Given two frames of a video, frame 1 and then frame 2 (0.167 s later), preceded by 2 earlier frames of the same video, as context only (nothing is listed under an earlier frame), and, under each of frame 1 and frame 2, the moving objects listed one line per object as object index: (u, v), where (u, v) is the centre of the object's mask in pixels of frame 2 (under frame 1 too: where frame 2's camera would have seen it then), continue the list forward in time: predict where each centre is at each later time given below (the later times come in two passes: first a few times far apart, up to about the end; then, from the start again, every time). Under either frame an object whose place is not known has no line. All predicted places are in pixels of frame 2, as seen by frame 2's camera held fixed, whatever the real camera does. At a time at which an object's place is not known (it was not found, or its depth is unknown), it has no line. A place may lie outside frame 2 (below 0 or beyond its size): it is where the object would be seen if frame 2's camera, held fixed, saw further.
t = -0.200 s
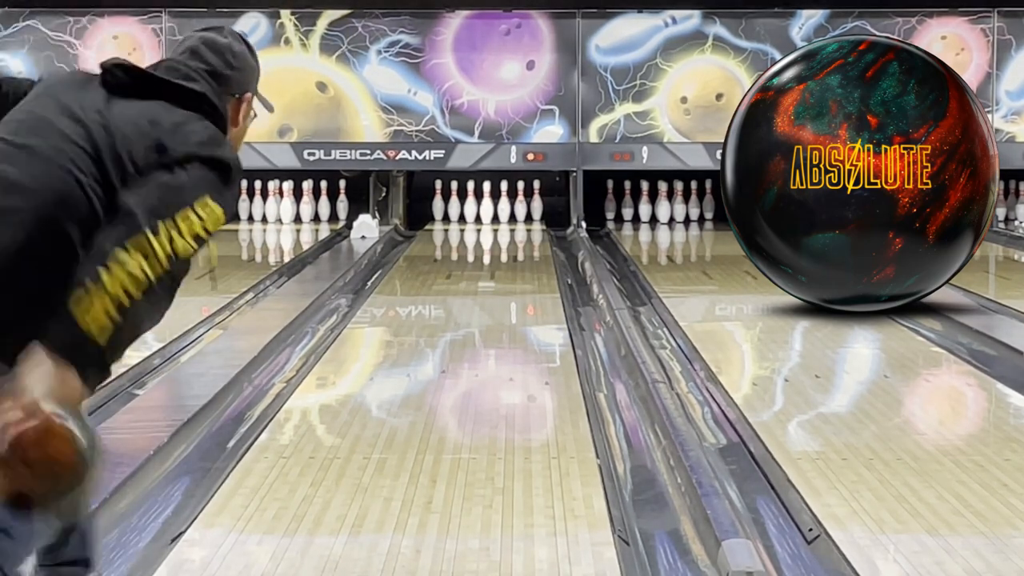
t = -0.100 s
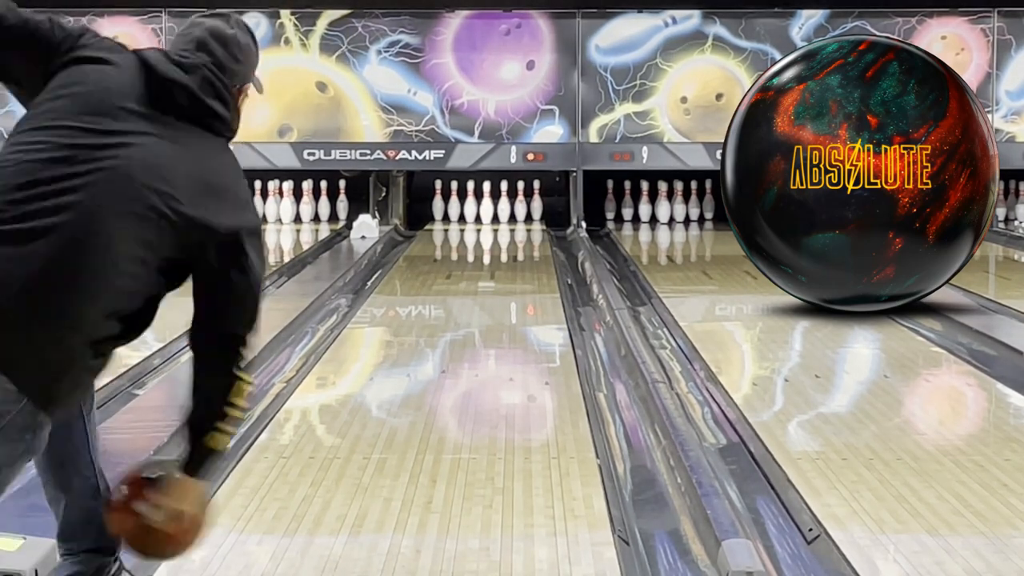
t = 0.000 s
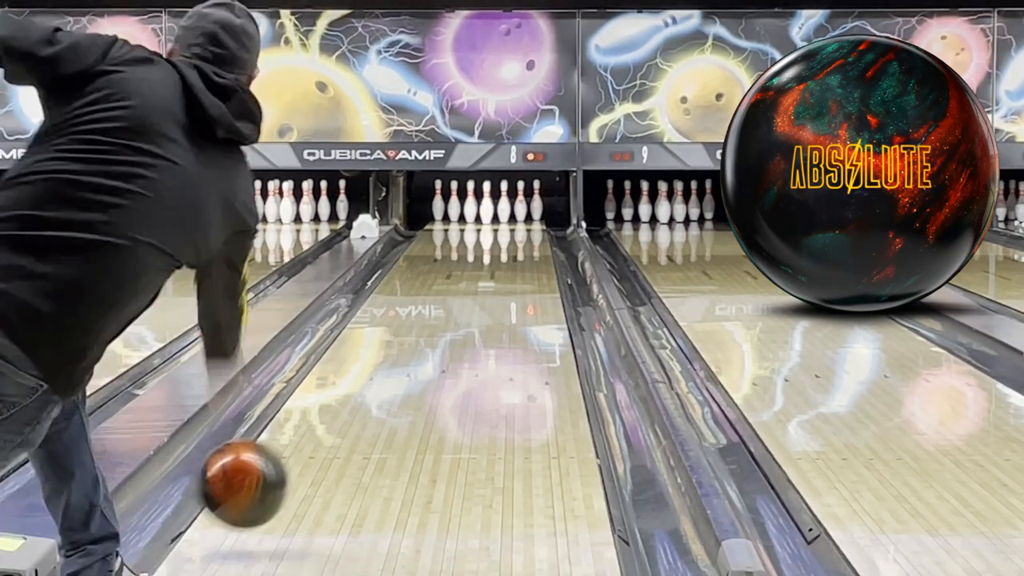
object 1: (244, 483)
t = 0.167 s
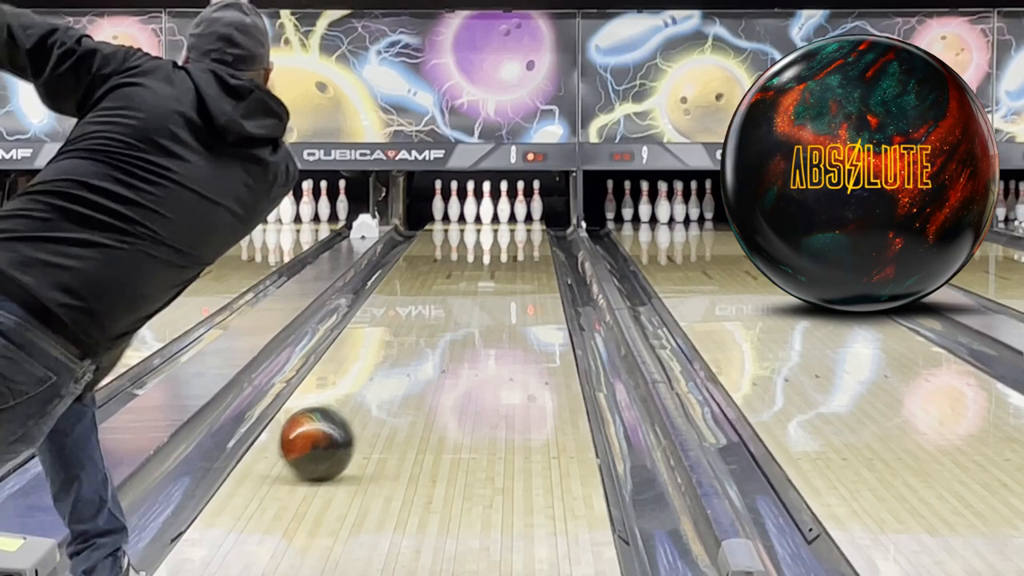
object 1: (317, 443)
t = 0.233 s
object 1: (340, 422)
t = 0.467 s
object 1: (400, 366)
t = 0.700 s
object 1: (442, 328)
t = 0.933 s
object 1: (471, 299)
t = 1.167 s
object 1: (493, 278)
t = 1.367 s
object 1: (507, 262)
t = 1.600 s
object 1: (520, 247)
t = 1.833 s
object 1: (527, 236)
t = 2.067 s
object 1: (525, 227)
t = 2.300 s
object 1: (513, 219)
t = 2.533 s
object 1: (493, 213)
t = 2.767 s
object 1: (479, 209)
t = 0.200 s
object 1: (329, 433)
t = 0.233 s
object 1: (340, 422)
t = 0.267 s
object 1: (350, 413)
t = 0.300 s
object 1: (360, 404)
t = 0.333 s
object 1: (369, 395)
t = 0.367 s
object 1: (378, 387)
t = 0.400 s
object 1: (386, 380)
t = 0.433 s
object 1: (393, 373)
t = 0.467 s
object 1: (400, 366)
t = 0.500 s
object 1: (407, 359)
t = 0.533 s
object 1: (414, 353)
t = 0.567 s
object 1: (420, 348)
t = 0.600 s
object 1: (426, 343)
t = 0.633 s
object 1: (431, 337)
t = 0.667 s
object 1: (437, 332)
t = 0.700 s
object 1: (442, 328)
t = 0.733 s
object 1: (446, 323)
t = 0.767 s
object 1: (451, 319)
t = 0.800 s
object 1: (456, 315)
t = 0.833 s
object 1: (460, 311)
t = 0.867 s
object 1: (464, 307)
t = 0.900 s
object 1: (467, 303)
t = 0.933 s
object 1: (471, 299)
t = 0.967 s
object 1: (475, 296)
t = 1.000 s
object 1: (478, 293)
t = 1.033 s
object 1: (481, 289)
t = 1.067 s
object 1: (484, 287)
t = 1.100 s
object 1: (487, 284)
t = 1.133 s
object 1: (490, 281)
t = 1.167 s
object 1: (493, 278)
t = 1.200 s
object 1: (495, 275)
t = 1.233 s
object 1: (498, 272)
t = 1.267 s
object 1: (500, 270)
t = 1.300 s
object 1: (502, 267)
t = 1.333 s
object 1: (505, 265)
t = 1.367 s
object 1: (507, 262)
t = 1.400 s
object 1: (509, 260)
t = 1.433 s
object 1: (511, 258)
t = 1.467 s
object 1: (513, 255)
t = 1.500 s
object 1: (515, 254)
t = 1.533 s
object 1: (516, 252)
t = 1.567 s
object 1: (518, 250)
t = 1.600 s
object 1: (520, 247)
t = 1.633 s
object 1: (521, 246)
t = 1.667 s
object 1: (523, 244)
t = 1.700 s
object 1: (524, 243)
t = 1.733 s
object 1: (525, 241)
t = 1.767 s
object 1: (526, 239)
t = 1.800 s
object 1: (527, 237)
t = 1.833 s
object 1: (527, 236)
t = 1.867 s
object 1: (528, 235)
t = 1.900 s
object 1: (528, 233)
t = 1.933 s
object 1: (528, 232)
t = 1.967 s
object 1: (527, 230)
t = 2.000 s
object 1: (527, 229)
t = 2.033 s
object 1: (526, 228)
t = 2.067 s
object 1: (525, 227)
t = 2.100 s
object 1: (524, 226)
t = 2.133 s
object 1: (522, 224)
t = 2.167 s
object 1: (521, 223)
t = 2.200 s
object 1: (520, 222)
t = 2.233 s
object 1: (518, 221)
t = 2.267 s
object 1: (515, 220)
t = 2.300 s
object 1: (513, 219)
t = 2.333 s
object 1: (511, 218)
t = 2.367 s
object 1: (508, 217)
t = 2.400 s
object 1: (505, 216)
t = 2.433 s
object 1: (502, 215)
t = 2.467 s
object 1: (500, 214)
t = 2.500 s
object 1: (496, 214)
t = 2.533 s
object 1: (493, 213)
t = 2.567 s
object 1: (492, 213)
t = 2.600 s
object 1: (491, 212)
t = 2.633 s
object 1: (488, 212)
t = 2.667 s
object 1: (487, 211)
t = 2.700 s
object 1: (483, 212)
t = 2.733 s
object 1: (483, 210)
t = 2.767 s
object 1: (479, 209)
